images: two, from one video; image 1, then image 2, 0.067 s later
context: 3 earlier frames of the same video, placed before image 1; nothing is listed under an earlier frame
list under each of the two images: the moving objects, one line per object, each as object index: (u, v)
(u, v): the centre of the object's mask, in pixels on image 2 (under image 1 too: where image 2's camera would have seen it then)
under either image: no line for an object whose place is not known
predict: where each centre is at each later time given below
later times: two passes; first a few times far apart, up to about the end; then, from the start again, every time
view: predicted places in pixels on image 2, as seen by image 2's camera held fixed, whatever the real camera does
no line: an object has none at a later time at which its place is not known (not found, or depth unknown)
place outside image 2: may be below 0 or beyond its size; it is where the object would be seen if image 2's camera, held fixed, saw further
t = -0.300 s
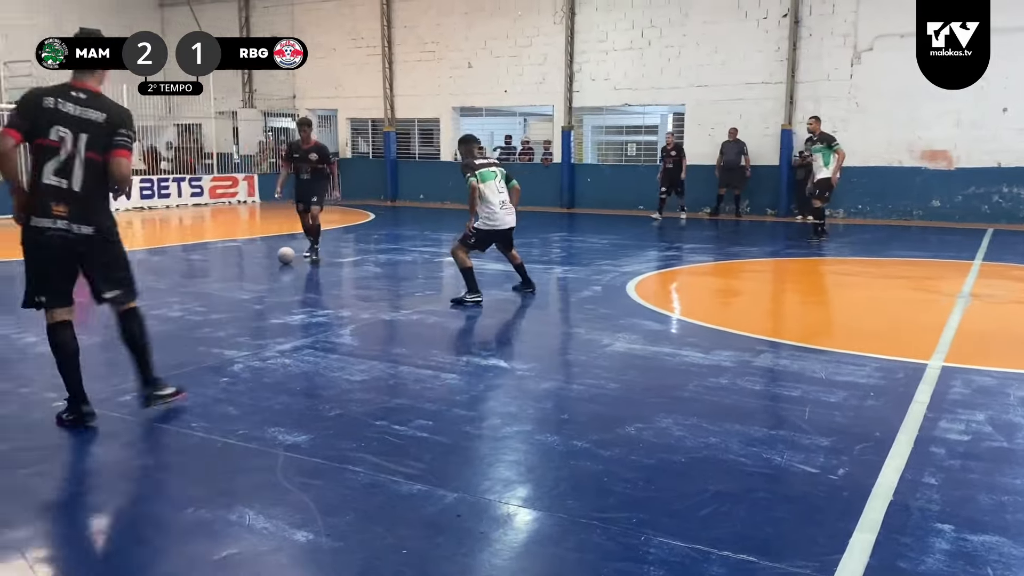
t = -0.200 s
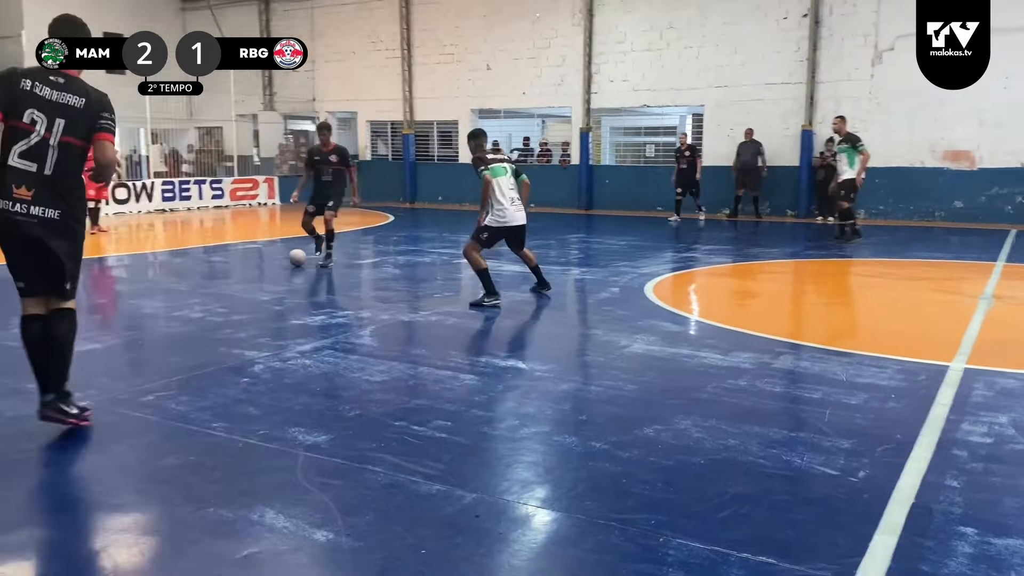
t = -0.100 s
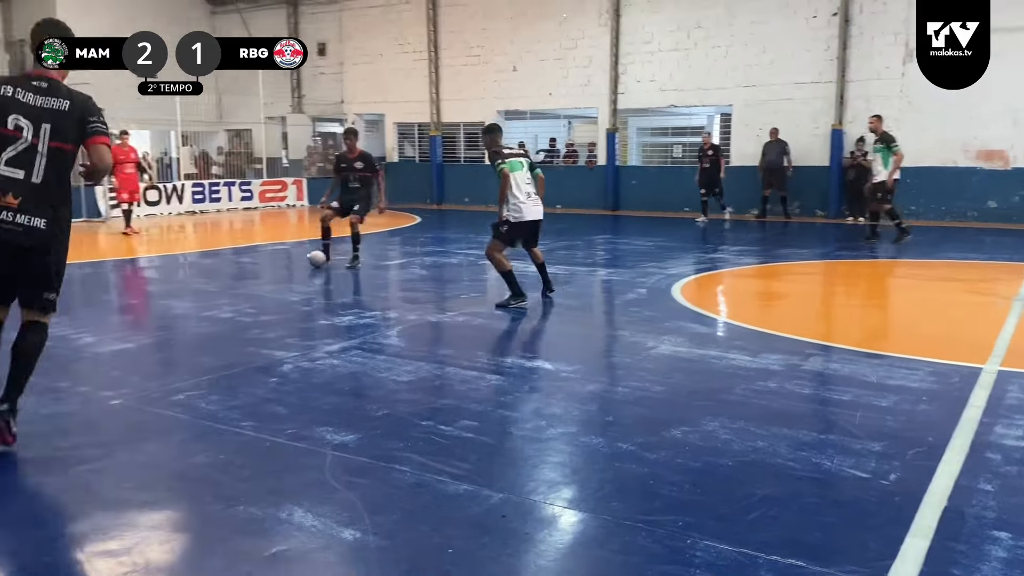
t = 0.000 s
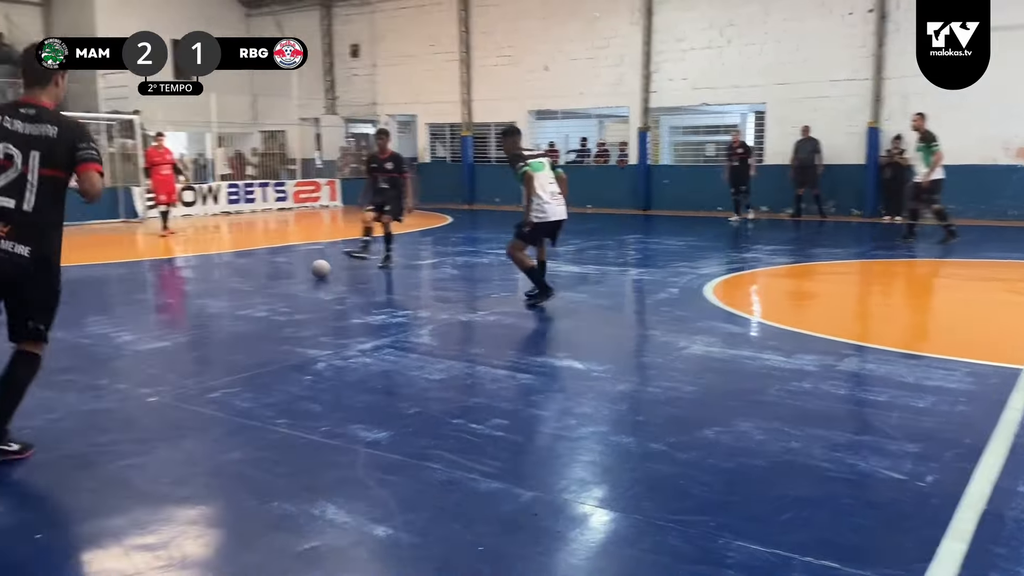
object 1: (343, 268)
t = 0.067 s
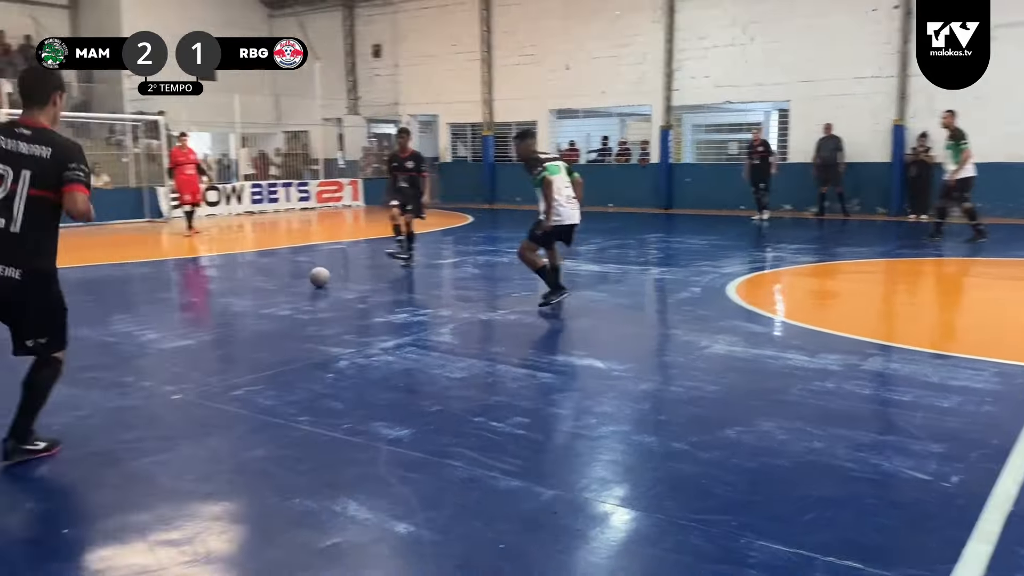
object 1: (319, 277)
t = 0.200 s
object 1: (263, 300)
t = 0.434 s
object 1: (119, 358)
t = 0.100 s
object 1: (307, 283)
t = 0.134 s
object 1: (293, 289)
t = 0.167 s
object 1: (278, 294)
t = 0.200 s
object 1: (263, 300)
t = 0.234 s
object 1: (247, 307)
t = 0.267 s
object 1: (229, 314)
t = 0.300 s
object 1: (210, 322)
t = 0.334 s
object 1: (189, 331)
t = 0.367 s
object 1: (168, 339)
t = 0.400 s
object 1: (144, 348)
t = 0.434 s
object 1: (119, 358)
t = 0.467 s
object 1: (92, 369)
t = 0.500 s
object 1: (60, 381)
